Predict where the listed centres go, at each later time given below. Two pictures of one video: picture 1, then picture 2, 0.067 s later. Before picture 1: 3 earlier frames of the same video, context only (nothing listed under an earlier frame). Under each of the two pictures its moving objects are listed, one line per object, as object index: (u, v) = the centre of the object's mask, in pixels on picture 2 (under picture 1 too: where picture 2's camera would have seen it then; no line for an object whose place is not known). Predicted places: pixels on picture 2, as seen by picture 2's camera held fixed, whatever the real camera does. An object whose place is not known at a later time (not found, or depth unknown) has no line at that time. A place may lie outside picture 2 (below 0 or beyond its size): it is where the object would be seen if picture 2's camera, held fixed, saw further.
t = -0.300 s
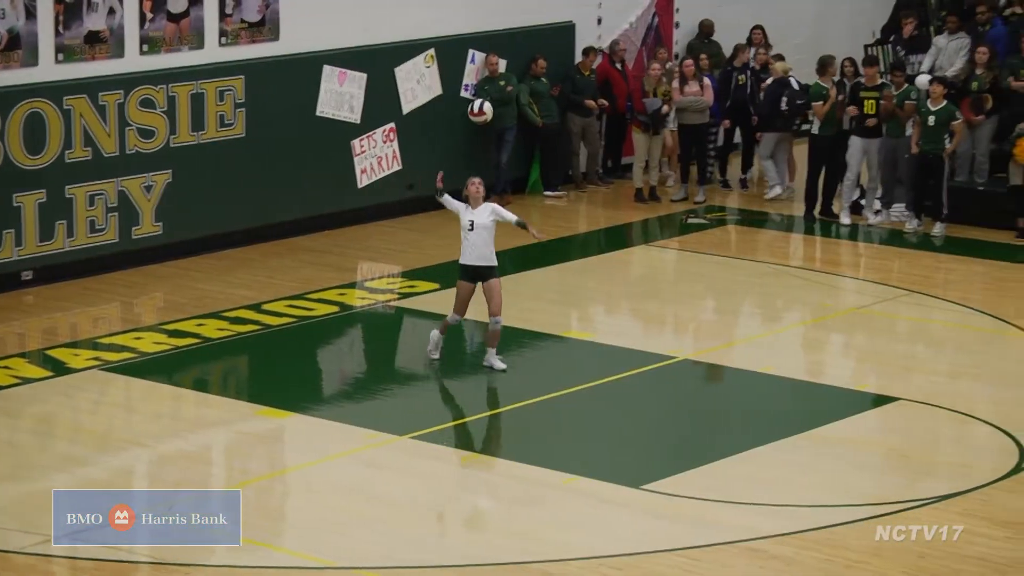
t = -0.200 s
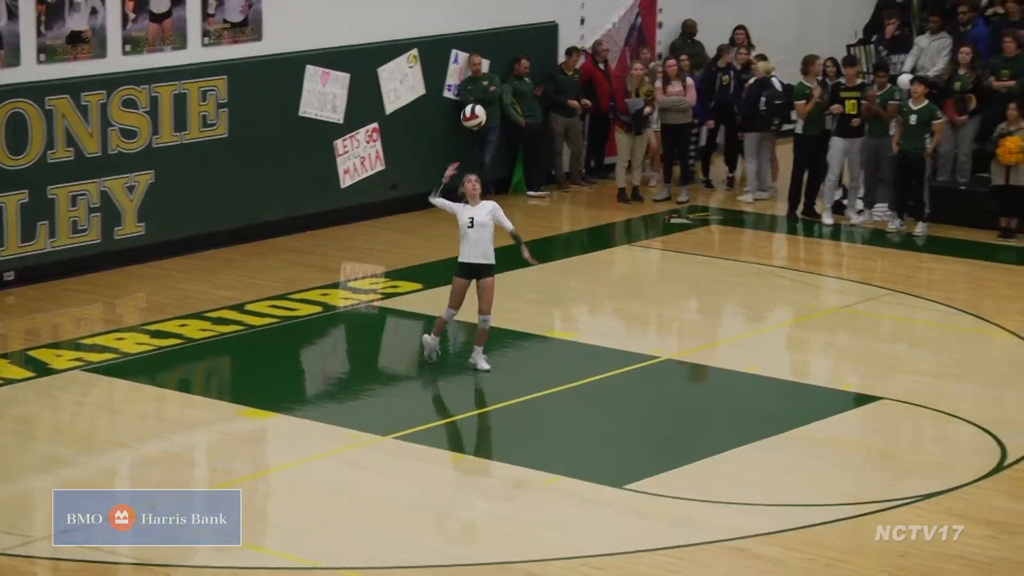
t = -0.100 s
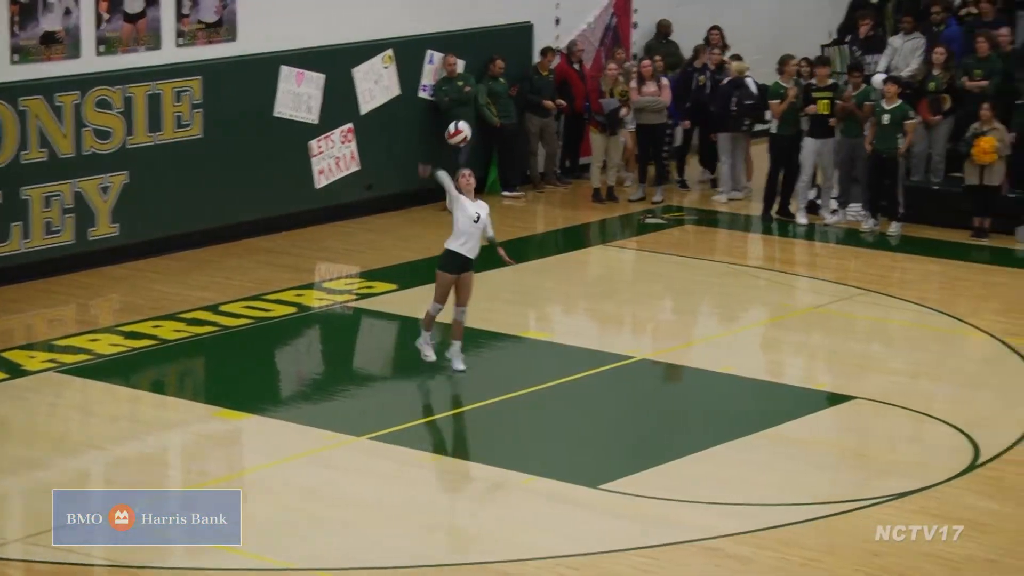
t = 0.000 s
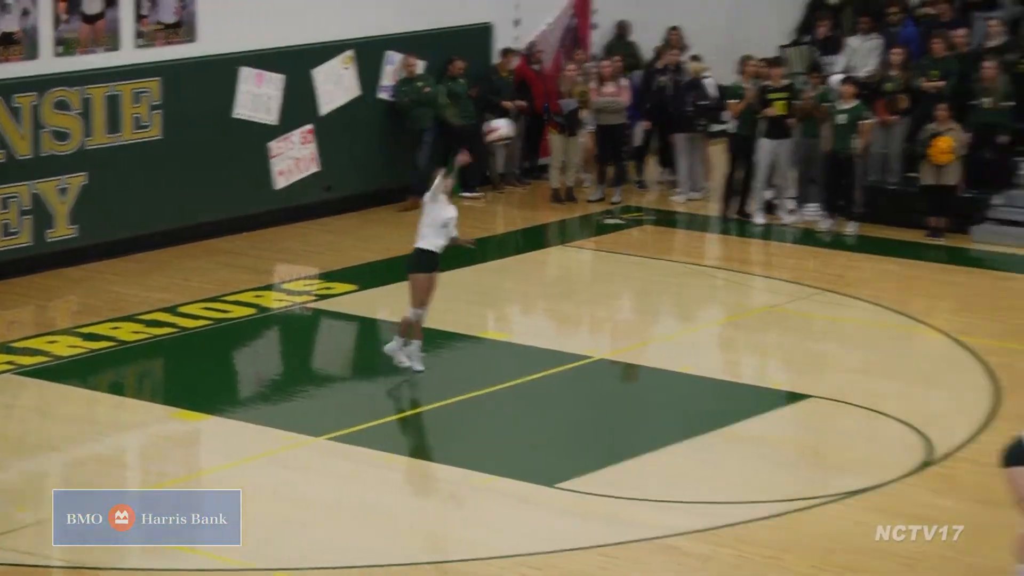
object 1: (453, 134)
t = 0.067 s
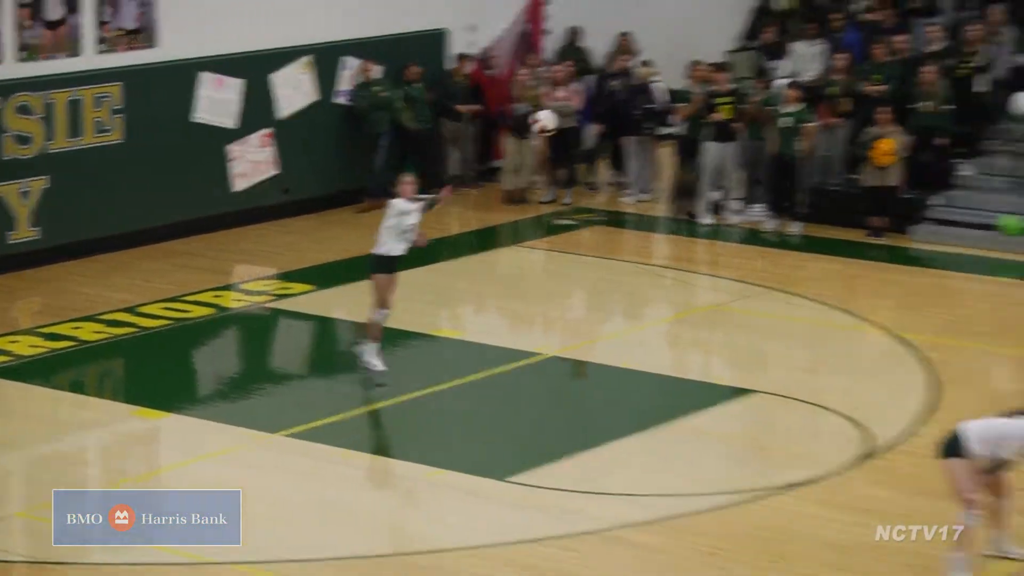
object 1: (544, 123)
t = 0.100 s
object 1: (593, 119)
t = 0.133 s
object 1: (642, 115)
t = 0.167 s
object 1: (693, 113)
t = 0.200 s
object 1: (743, 112)
